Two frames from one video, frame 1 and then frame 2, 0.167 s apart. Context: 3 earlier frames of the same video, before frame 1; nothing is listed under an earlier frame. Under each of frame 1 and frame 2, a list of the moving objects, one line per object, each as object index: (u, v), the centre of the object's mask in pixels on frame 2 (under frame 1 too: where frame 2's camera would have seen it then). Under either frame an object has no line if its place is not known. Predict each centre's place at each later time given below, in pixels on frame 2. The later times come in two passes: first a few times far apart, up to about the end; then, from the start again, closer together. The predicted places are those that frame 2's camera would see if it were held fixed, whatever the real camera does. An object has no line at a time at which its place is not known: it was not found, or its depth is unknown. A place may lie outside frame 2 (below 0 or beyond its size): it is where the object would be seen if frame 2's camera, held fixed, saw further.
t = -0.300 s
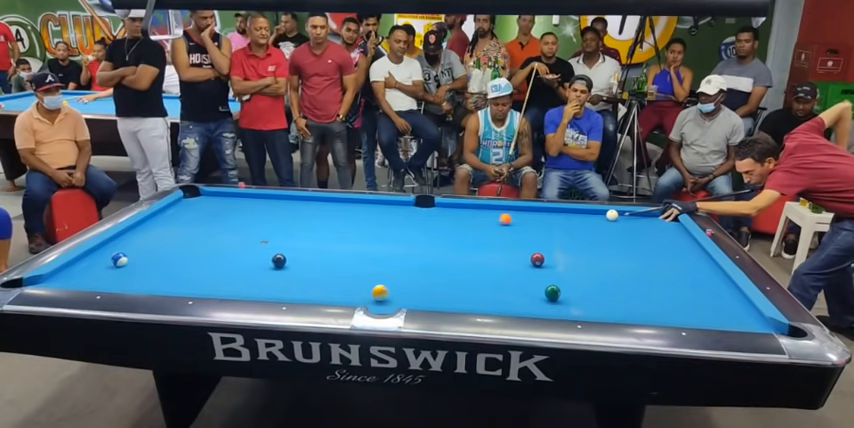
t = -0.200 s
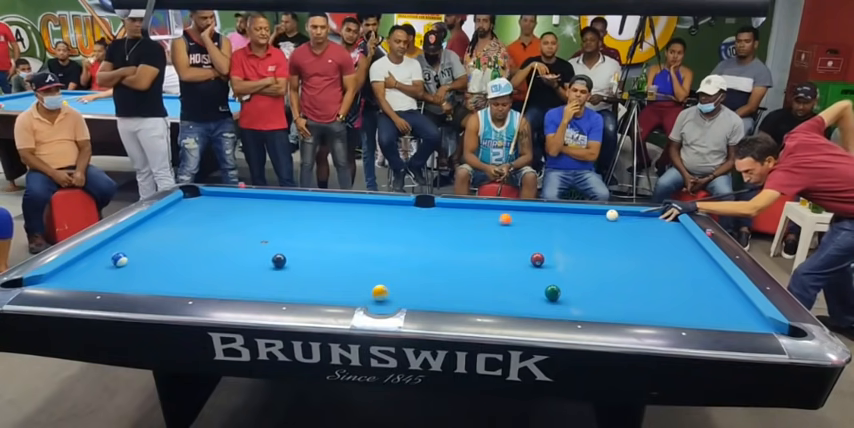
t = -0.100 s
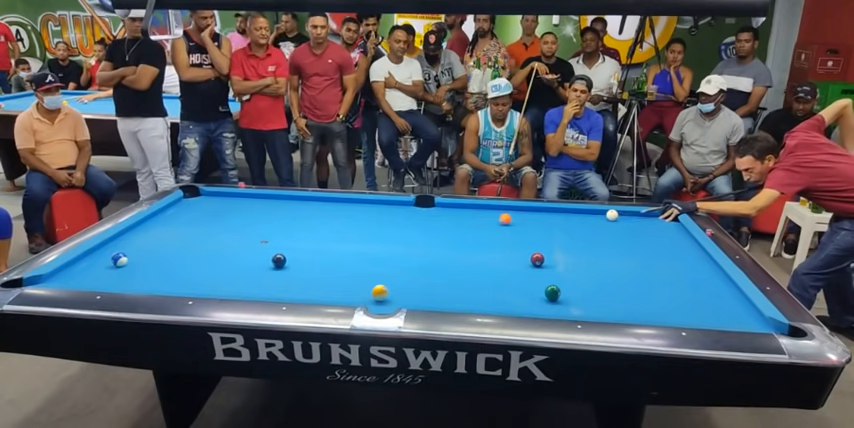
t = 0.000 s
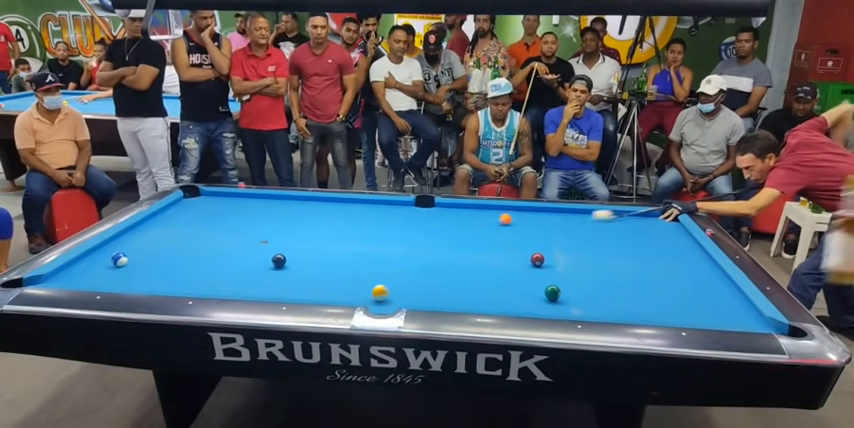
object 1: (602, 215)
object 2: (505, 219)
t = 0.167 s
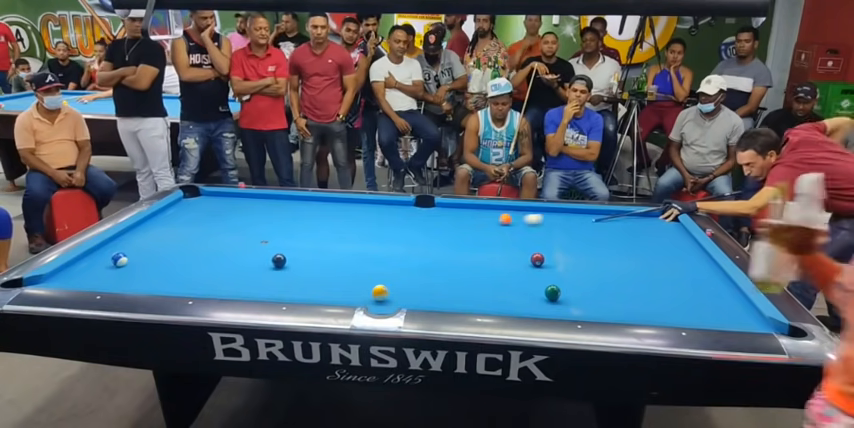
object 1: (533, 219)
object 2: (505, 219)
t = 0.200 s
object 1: (521, 219)
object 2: (505, 219)
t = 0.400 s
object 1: (513, 228)
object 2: (455, 215)
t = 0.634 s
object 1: (508, 237)
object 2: (404, 210)
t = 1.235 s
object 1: (496, 264)
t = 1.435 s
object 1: (491, 274)
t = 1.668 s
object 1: (487, 286)
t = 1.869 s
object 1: (482, 296)
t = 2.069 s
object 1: (477, 304)
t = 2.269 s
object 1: (480, 301)
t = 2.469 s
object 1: (482, 297)
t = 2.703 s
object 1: (485, 291)
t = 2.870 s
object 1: (486, 287)
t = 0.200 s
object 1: (521, 219)
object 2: (505, 219)
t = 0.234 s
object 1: (516, 221)
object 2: (498, 218)
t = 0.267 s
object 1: (515, 223)
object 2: (488, 217)
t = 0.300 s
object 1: (515, 224)
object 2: (479, 217)
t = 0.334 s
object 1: (514, 226)
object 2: (470, 216)
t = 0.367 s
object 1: (513, 227)
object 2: (462, 215)
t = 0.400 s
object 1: (513, 228)
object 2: (455, 215)
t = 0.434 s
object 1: (512, 229)
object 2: (448, 214)
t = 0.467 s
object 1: (511, 231)
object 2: (440, 213)
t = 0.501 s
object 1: (511, 232)
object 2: (433, 212)
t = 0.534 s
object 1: (510, 233)
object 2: (425, 212)
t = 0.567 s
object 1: (509, 235)
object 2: (418, 211)
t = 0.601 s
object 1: (509, 236)
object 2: (411, 211)
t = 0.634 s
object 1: (508, 237)
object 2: (404, 210)
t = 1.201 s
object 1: (497, 263)
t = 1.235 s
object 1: (496, 264)
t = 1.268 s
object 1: (495, 266)
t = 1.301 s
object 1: (494, 267)
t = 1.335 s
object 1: (494, 269)
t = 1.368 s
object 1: (493, 270)
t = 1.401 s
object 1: (492, 272)
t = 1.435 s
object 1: (491, 274)
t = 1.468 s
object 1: (491, 275)
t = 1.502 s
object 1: (490, 277)
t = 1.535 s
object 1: (489, 279)
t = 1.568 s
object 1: (489, 280)
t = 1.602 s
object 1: (488, 282)
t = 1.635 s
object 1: (487, 283)
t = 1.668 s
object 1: (487, 286)
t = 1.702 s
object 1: (486, 287)
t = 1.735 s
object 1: (485, 289)
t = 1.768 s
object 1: (484, 291)
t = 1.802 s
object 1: (483, 293)
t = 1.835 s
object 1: (482, 295)
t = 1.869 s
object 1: (482, 296)
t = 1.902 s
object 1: (481, 298)
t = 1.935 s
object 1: (480, 299)
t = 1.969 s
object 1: (480, 301)
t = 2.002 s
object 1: (479, 302)
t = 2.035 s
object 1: (478, 303)
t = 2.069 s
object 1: (477, 304)
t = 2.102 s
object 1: (477, 304)
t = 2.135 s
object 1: (478, 303)
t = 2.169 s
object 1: (478, 303)
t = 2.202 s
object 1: (479, 302)
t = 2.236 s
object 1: (479, 301)
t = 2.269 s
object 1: (480, 301)
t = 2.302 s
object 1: (480, 300)
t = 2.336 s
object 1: (481, 300)
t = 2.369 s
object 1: (481, 299)
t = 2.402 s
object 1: (481, 299)
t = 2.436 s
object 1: (481, 298)
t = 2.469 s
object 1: (482, 297)
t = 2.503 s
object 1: (482, 296)
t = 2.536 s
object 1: (483, 295)
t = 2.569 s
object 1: (483, 295)
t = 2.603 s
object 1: (484, 294)
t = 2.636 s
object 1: (484, 293)
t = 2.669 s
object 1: (484, 292)
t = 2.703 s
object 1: (485, 291)
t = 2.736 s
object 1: (485, 290)
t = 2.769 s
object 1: (486, 290)
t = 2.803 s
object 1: (486, 289)
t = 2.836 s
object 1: (486, 288)
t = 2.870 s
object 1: (486, 287)
